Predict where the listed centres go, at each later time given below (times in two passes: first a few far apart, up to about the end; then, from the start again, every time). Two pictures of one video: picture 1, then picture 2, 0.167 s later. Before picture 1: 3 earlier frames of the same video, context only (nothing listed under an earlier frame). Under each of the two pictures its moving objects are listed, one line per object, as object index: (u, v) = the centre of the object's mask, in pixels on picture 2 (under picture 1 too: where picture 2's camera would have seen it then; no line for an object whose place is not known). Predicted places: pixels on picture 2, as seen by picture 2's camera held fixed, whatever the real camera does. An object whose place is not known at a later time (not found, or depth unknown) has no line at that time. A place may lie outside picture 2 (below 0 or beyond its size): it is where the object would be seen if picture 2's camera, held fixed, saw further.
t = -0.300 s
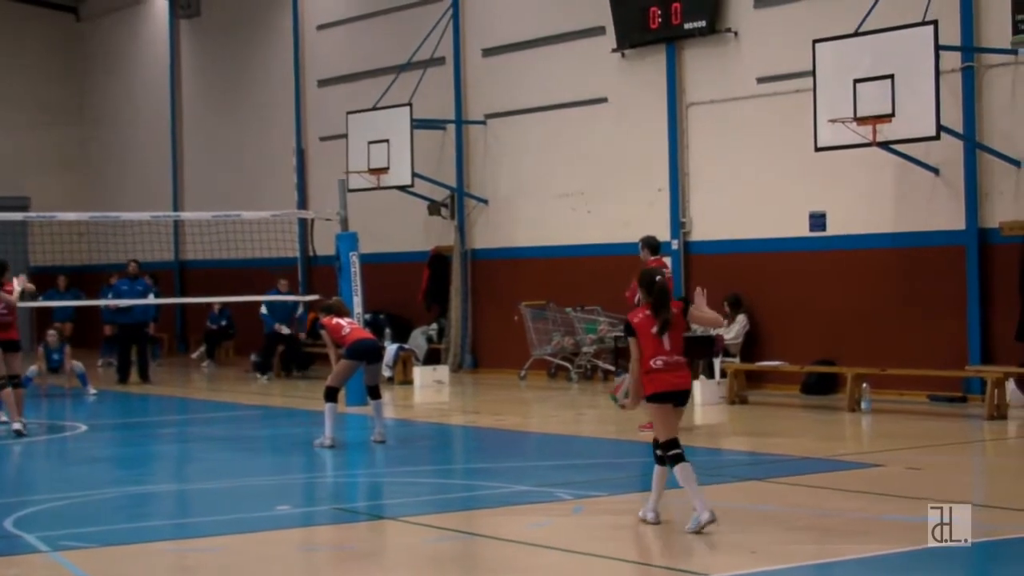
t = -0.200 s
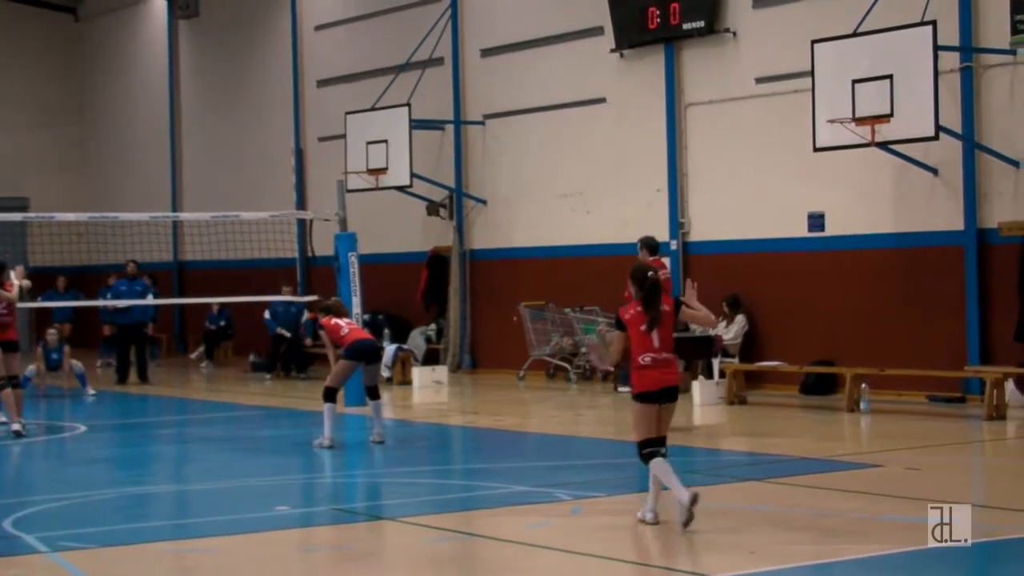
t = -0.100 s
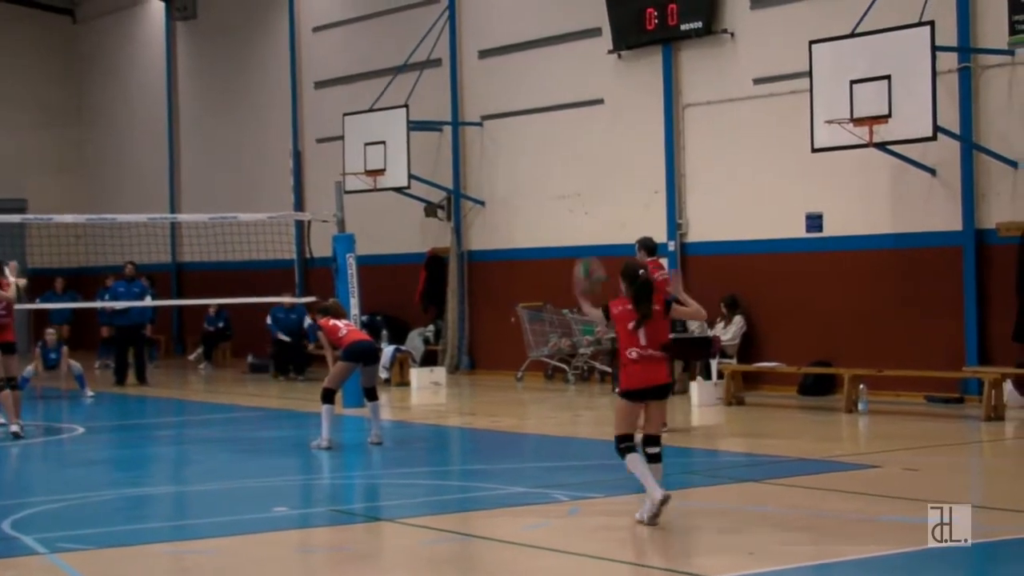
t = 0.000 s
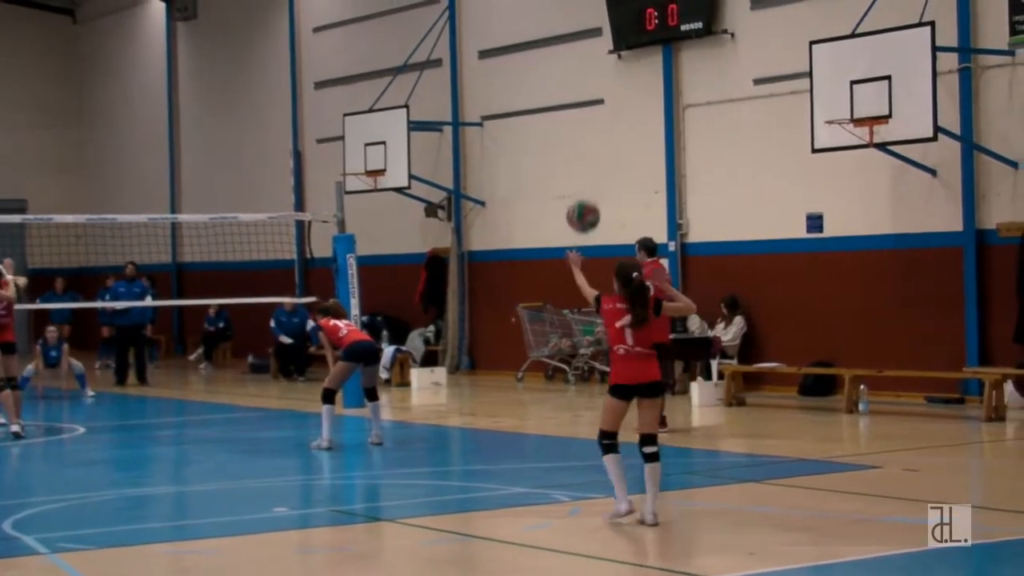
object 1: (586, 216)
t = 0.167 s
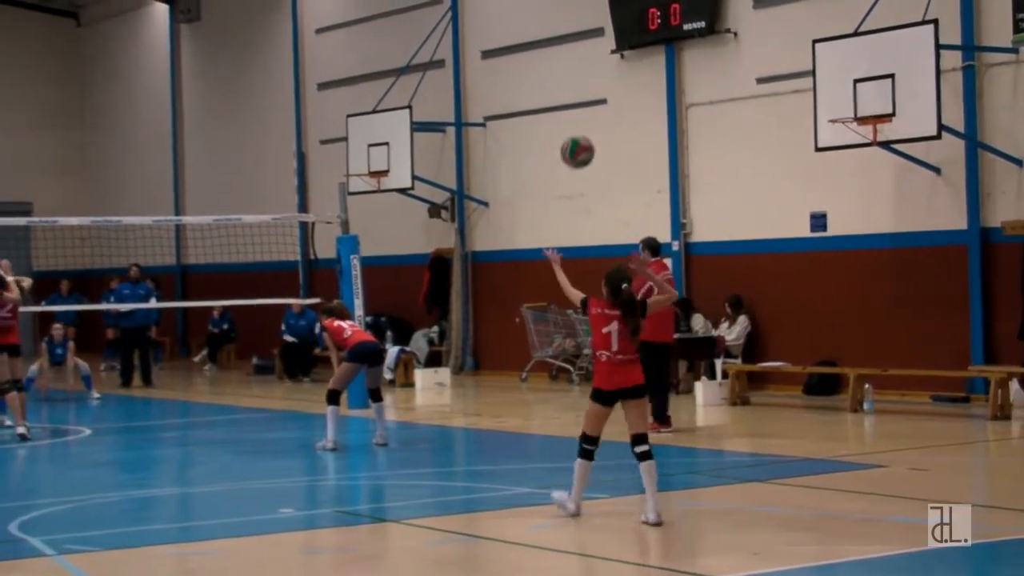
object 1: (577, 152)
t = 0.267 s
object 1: (572, 135)
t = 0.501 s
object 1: (564, 156)
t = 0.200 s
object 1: (576, 144)
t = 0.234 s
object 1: (574, 139)
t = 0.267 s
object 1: (572, 135)
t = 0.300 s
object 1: (571, 133)
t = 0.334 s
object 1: (570, 132)
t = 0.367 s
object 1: (568, 133)
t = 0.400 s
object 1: (567, 136)
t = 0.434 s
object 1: (566, 141)
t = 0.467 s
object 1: (565, 148)
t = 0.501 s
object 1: (564, 156)
